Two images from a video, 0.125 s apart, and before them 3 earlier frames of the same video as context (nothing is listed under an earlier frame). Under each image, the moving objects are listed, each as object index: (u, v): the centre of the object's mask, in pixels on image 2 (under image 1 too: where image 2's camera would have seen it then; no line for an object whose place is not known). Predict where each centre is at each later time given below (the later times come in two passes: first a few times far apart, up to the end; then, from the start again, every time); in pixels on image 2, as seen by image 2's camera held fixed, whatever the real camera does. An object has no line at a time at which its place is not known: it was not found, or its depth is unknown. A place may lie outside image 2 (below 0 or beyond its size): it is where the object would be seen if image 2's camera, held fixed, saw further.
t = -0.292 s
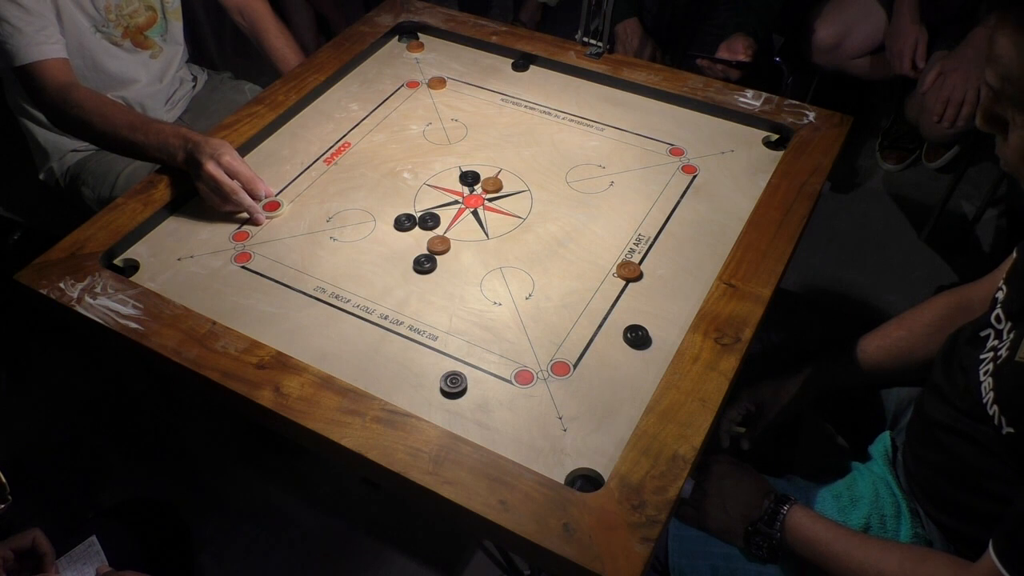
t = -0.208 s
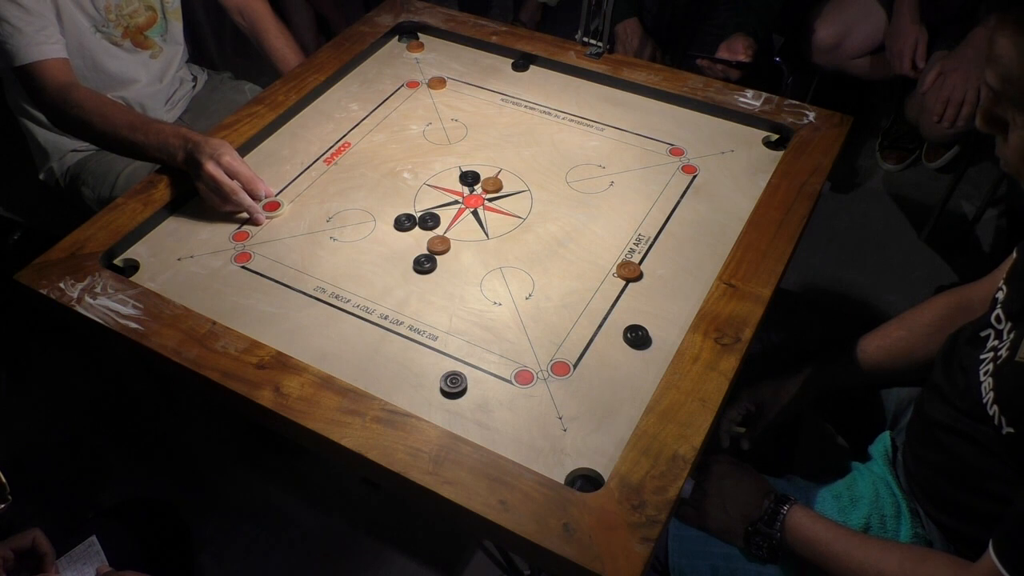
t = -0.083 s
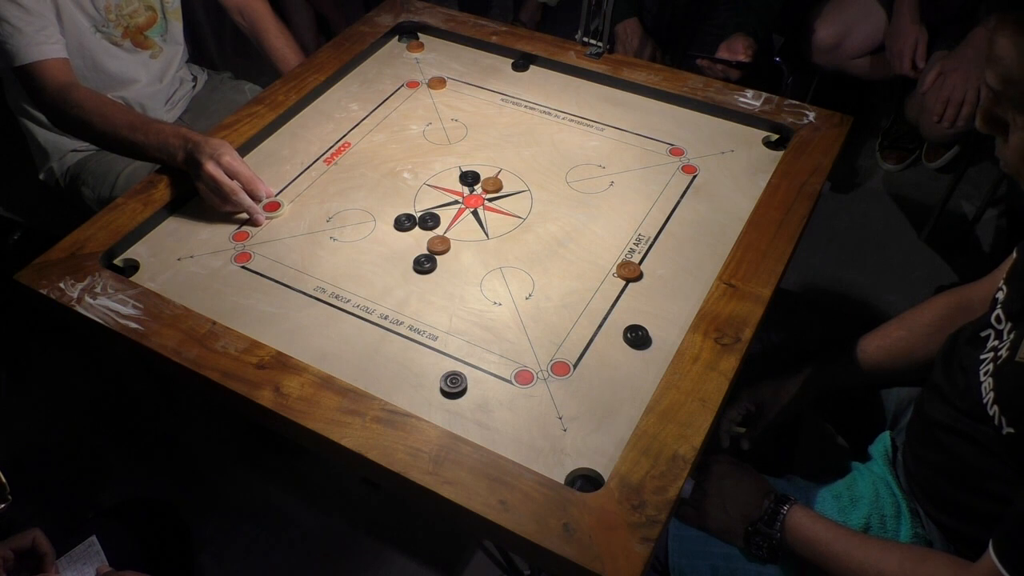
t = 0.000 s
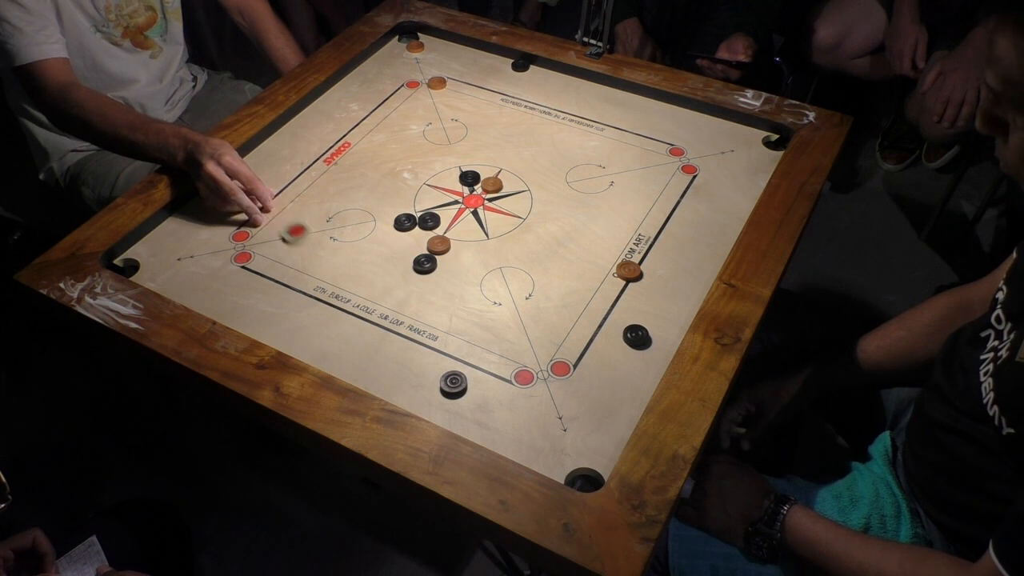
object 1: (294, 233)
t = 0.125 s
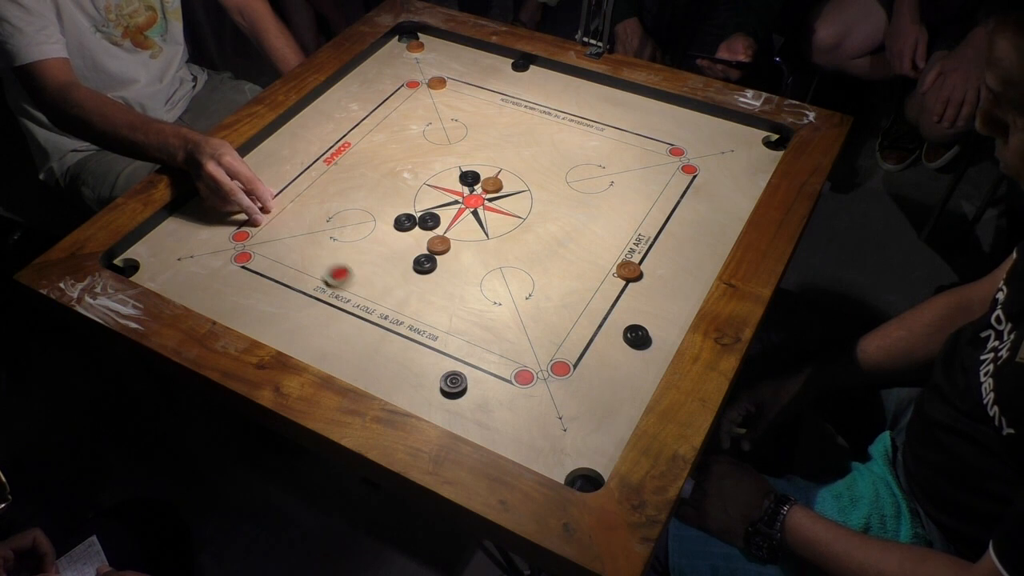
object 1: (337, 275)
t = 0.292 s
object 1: (396, 334)
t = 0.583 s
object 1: (463, 407)
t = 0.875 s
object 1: (475, 421)
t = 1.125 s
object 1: (475, 420)
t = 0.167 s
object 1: (352, 290)
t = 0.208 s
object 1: (367, 305)
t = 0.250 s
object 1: (381, 319)
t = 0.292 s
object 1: (396, 334)
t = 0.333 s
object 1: (412, 349)
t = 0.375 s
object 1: (426, 363)
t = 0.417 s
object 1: (442, 382)
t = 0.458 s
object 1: (448, 389)
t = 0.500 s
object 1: (454, 396)
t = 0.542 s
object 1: (459, 402)
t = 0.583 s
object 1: (463, 407)
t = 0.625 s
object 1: (467, 411)
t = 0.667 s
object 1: (470, 415)
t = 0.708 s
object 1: (473, 418)
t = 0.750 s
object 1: (474, 420)
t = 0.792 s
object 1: (475, 421)
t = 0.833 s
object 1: (475, 421)
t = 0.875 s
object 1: (475, 421)
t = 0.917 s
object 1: (475, 421)
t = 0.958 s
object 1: (475, 421)
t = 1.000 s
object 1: (475, 421)
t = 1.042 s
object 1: (475, 421)
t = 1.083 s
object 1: (475, 421)
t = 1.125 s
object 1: (475, 420)
